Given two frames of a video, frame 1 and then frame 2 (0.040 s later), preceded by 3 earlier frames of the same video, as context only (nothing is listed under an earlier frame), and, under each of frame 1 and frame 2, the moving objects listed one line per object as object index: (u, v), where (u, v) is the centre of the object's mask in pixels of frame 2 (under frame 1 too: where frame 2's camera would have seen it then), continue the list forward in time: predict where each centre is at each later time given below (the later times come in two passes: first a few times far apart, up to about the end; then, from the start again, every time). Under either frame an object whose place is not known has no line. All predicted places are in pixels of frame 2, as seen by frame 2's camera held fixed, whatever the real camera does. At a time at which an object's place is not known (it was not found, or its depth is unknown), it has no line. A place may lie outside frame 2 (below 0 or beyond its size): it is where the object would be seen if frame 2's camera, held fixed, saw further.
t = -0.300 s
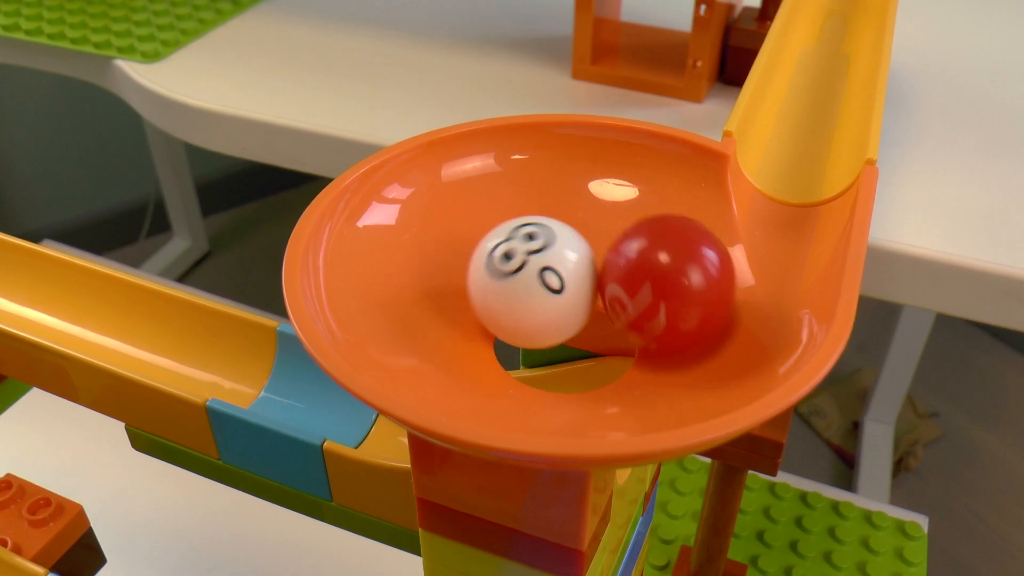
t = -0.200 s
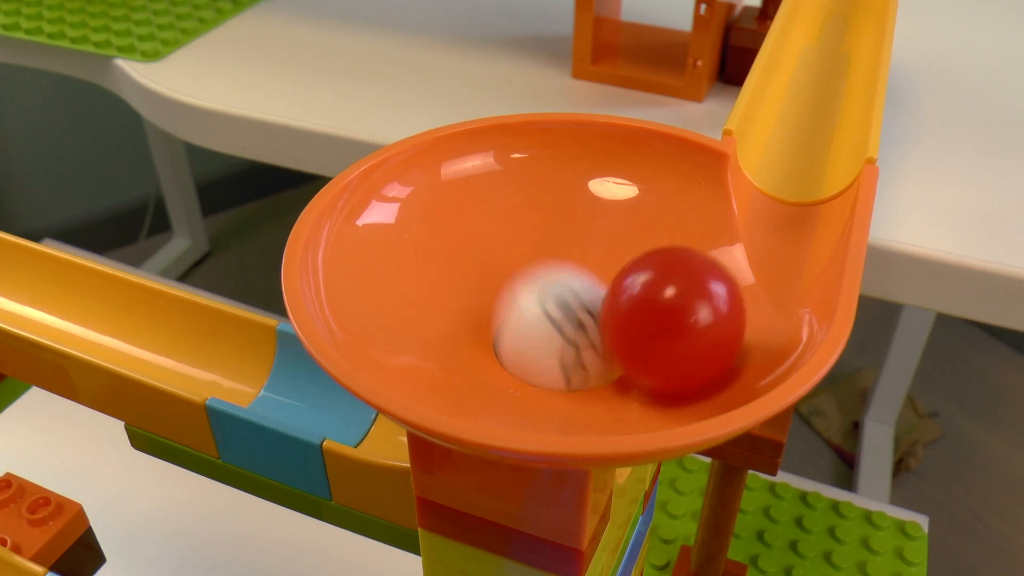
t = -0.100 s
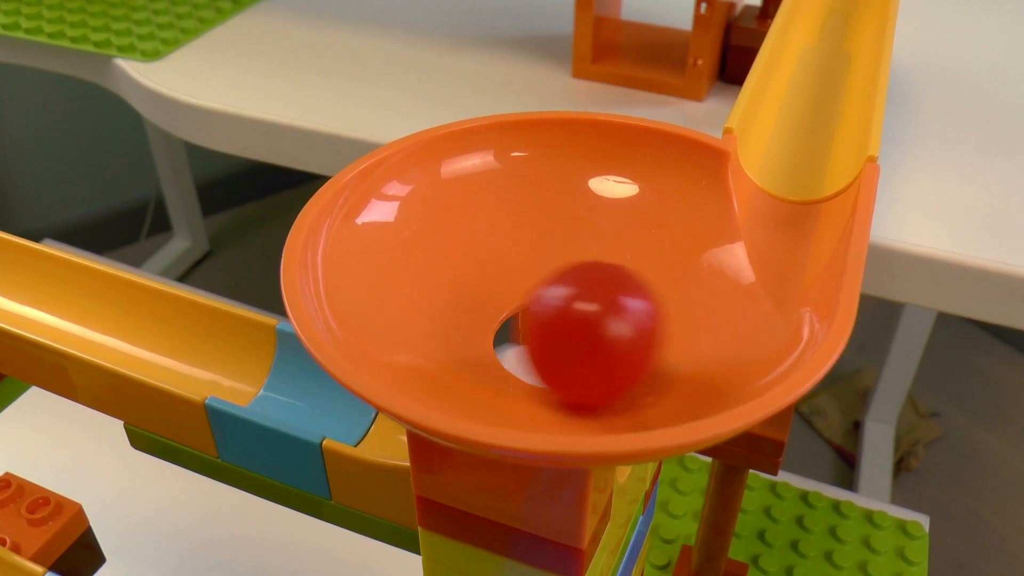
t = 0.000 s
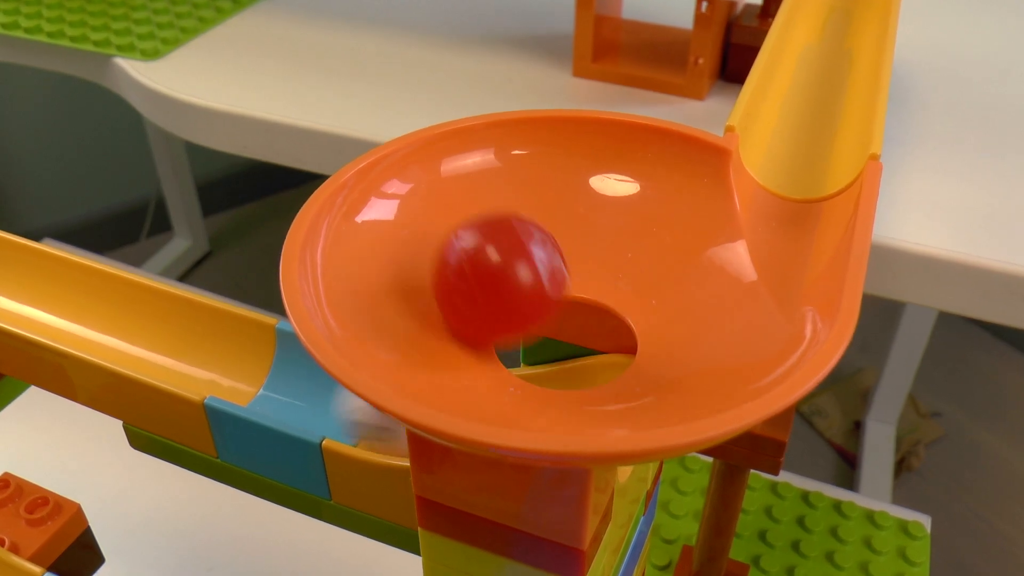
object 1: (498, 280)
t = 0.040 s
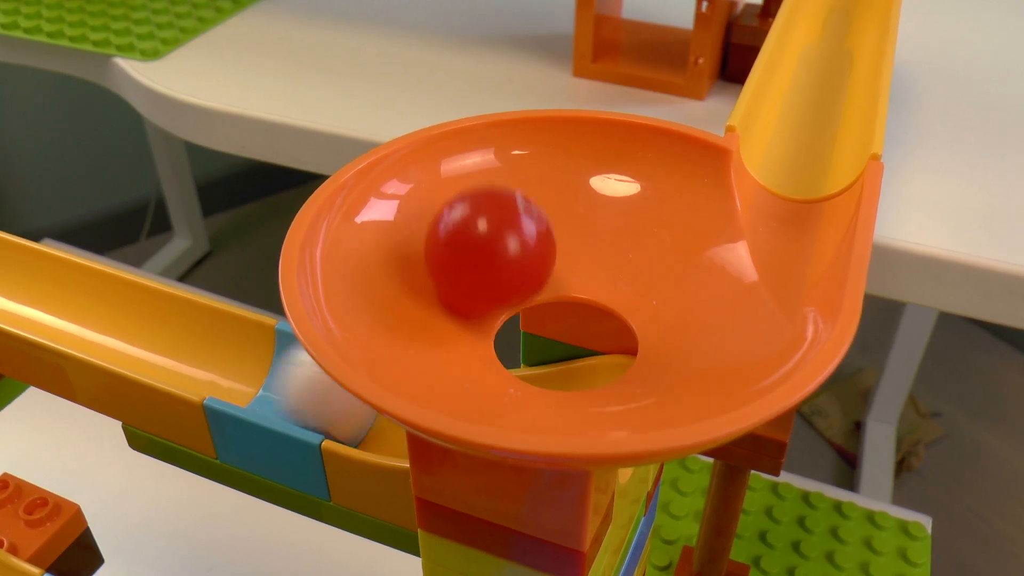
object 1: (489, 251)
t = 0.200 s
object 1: (571, 242)
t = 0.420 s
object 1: (601, 349)
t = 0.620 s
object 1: (537, 246)
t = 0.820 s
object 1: (619, 267)
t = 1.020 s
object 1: (474, 298)
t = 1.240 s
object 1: (604, 297)
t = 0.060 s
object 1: (489, 240)
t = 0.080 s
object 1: (493, 232)
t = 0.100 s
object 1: (500, 226)
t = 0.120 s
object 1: (509, 224)
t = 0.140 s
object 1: (522, 224)
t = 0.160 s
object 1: (536, 230)
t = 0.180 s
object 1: (553, 234)
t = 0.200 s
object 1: (571, 242)
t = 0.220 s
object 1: (589, 252)
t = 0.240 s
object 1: (606, 265)
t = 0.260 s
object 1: (620, 282)
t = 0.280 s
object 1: (628, 295)
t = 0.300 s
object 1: (634, 309)
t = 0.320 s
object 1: (636, 321)
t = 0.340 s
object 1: (636, 332)
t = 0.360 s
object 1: (632, 339)
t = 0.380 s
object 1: (625, 344)
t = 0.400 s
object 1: (614, 348)
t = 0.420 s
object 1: (601, 349)
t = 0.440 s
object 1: (586, 347)
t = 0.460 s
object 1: (570, 343)
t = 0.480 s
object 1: (556, 336)
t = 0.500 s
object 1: (541, 327)
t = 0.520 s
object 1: (529, 317)
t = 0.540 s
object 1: (520, 304)
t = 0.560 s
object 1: (518, 290)
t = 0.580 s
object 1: (521, 272)
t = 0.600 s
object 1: (528, 258)
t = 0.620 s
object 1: (537, 246)
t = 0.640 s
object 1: (546, 238)
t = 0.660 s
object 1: (556, 231)
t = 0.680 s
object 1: (567, 225)
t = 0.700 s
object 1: (578, 221)
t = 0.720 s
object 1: (588, 222)
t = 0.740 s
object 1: (597, 225)
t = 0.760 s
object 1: (605, 232)
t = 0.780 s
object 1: (612, 242)
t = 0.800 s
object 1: (617, 254)
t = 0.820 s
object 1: (619, 267)
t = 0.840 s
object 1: (617, 287)
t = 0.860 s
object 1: (610, 303)
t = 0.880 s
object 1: (593, 316)
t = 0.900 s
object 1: (573, 322)
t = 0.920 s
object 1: (551, 322)
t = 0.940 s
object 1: (531, 320)
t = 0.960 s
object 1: (512, 317)
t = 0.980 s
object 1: (495, 311)
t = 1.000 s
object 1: (483, 305)
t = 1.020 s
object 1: (474, 298)
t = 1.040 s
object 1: (469, 291)
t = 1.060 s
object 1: (469, 285)
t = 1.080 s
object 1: (473, 280)
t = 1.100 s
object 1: (482, 275)
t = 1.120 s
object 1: (496, 271)
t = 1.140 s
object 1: (510, 267)
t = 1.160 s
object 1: (528, 265)
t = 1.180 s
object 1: (548, 265)
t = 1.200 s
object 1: (571, 271)
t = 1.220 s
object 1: (591, 287)
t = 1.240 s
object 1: (604, 297)
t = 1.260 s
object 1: (604, 307)
